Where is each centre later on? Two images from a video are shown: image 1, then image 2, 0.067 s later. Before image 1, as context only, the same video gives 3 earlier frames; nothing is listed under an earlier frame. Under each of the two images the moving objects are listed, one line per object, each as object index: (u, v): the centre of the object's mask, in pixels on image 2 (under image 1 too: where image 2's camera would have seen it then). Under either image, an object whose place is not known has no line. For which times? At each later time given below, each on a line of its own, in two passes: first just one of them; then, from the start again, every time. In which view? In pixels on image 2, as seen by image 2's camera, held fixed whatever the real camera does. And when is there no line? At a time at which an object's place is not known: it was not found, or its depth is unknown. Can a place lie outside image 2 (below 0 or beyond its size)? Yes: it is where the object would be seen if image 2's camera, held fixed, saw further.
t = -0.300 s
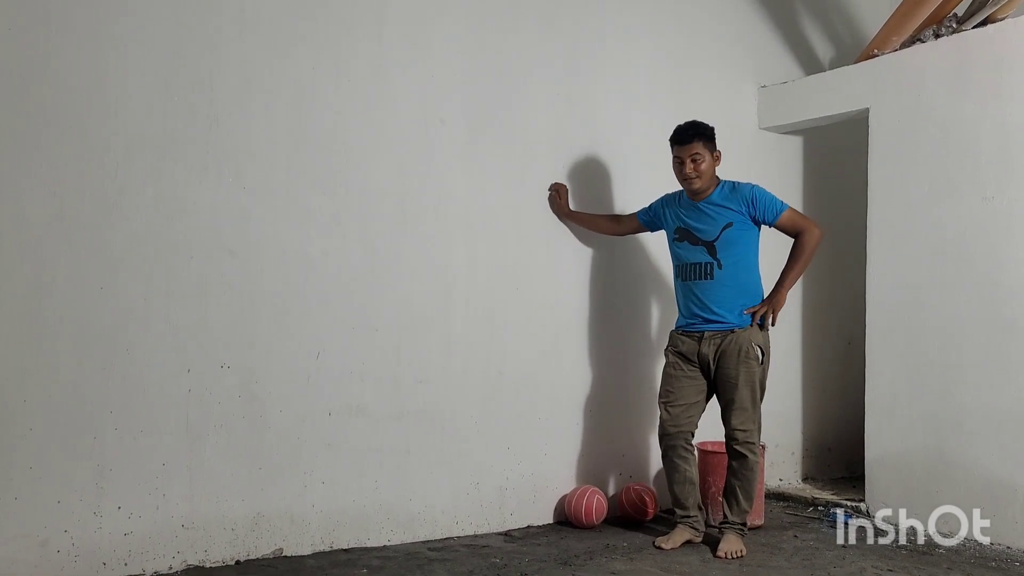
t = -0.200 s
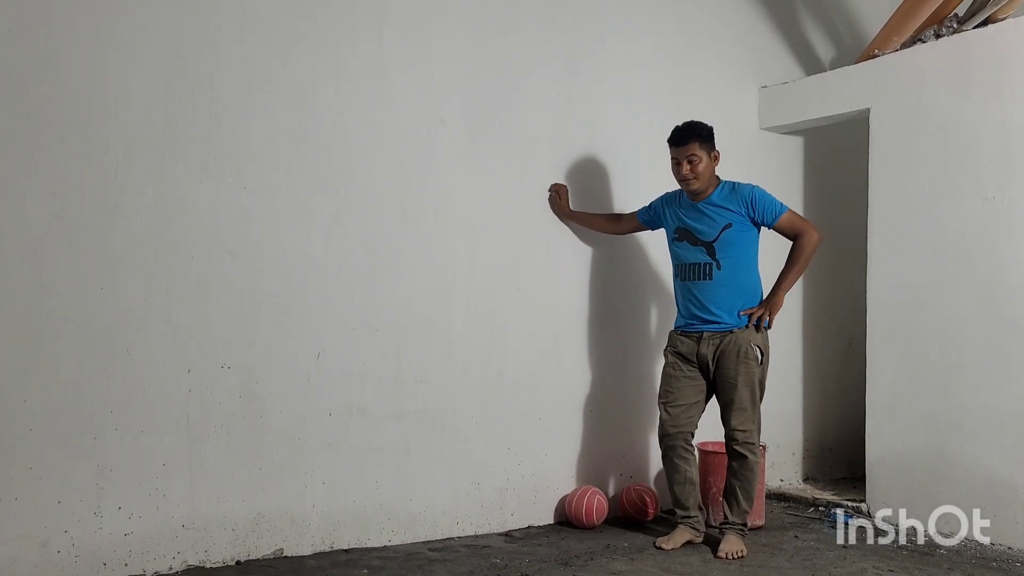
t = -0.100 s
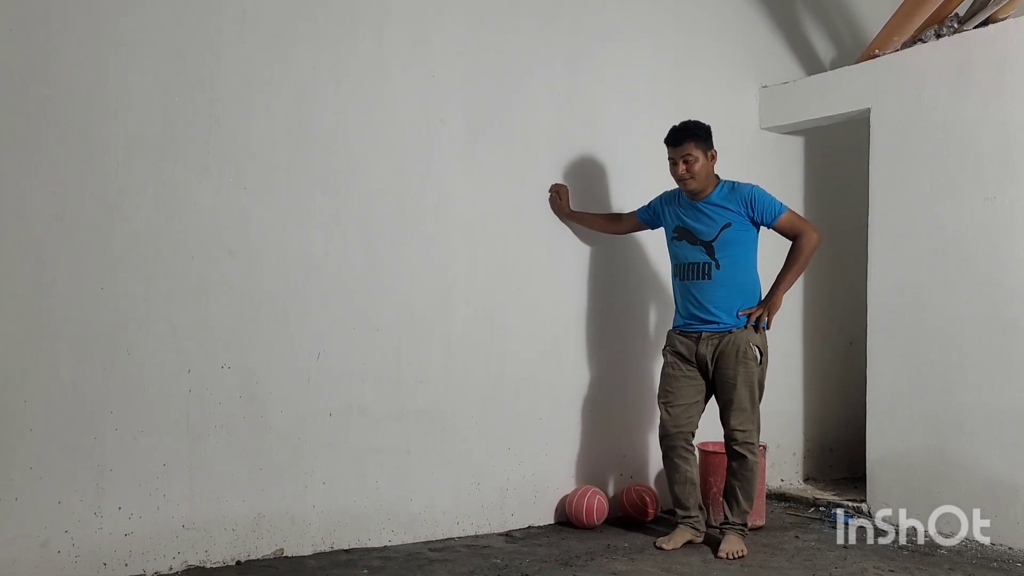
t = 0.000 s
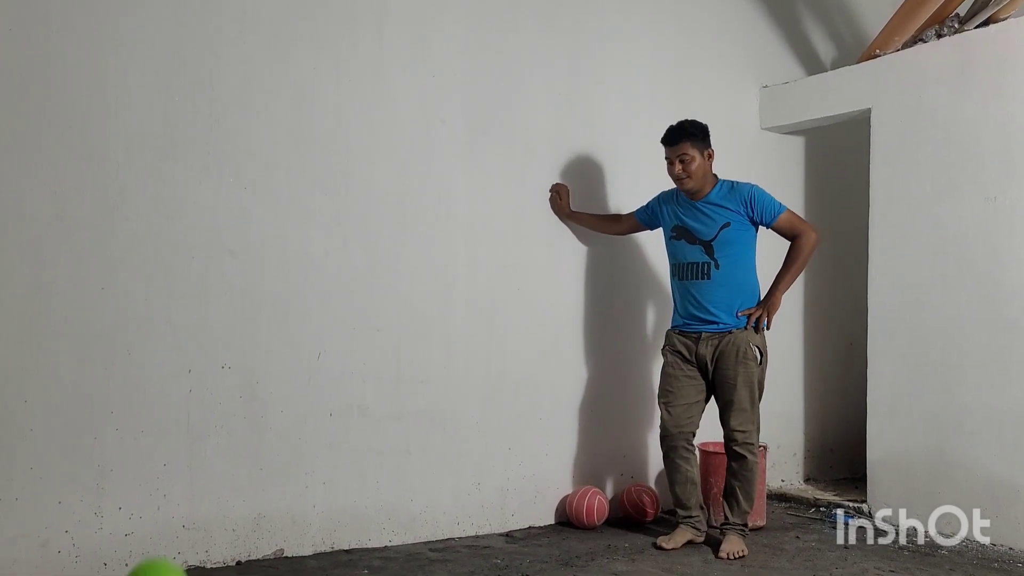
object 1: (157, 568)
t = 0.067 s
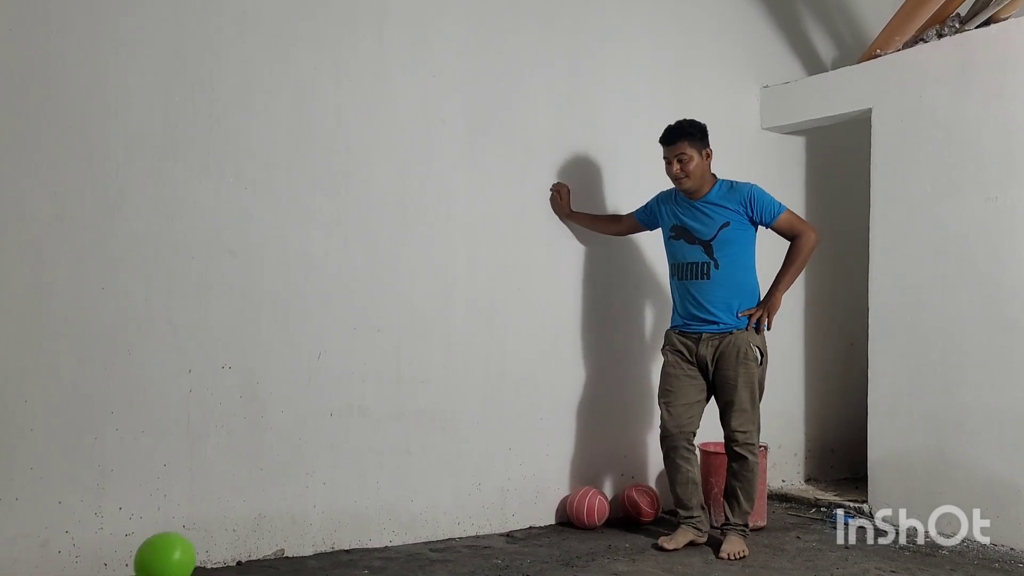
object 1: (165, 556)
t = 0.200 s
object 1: (178, 556)
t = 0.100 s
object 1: (169, 553)
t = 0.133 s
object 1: (172, 553)
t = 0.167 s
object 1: (175, 554)
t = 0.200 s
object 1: (178, 556)
